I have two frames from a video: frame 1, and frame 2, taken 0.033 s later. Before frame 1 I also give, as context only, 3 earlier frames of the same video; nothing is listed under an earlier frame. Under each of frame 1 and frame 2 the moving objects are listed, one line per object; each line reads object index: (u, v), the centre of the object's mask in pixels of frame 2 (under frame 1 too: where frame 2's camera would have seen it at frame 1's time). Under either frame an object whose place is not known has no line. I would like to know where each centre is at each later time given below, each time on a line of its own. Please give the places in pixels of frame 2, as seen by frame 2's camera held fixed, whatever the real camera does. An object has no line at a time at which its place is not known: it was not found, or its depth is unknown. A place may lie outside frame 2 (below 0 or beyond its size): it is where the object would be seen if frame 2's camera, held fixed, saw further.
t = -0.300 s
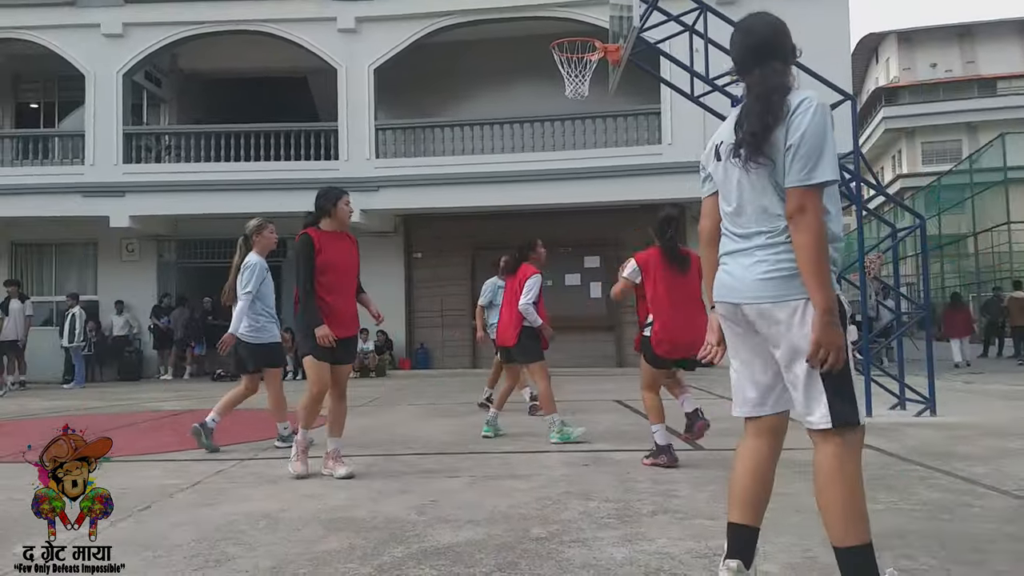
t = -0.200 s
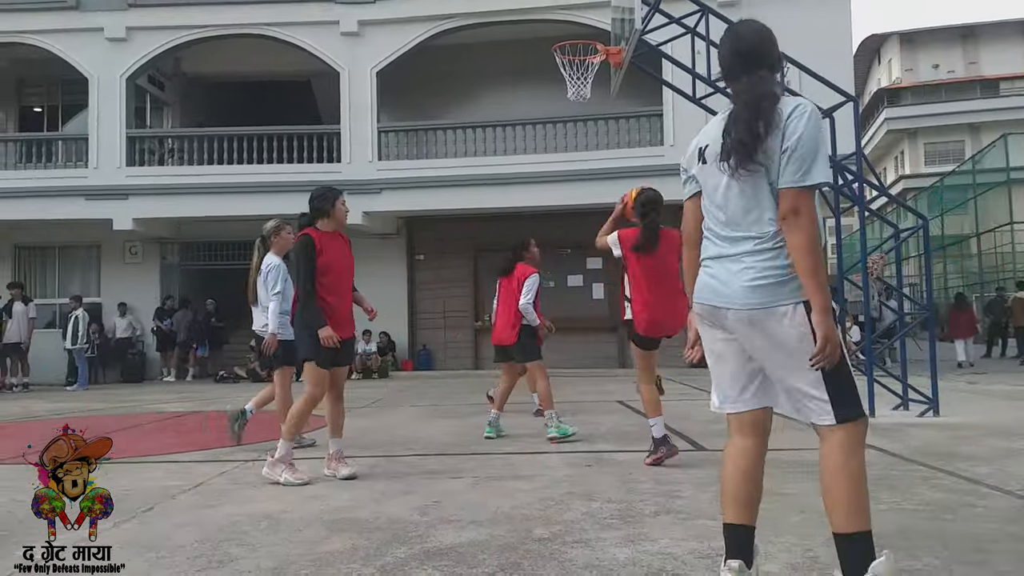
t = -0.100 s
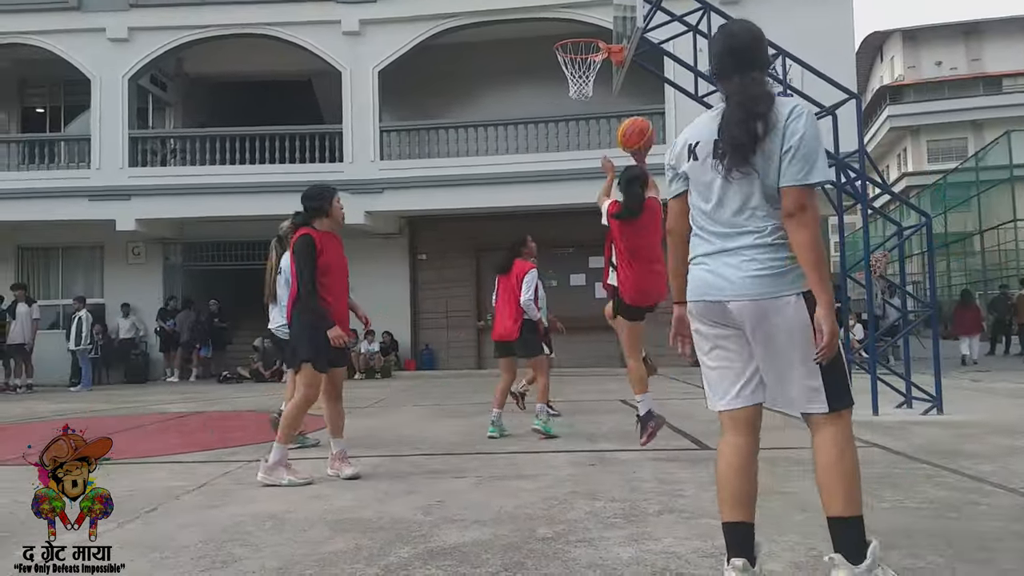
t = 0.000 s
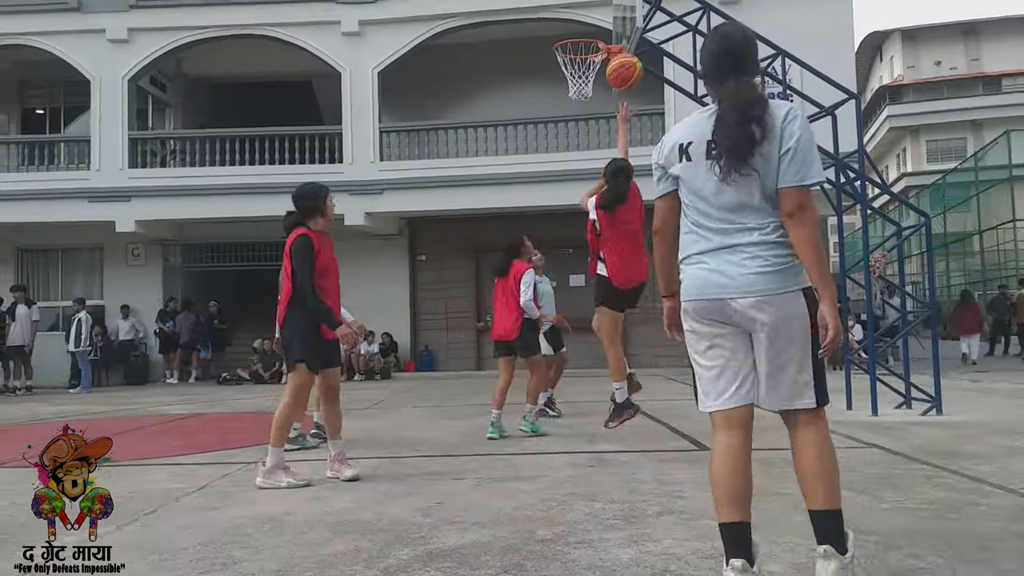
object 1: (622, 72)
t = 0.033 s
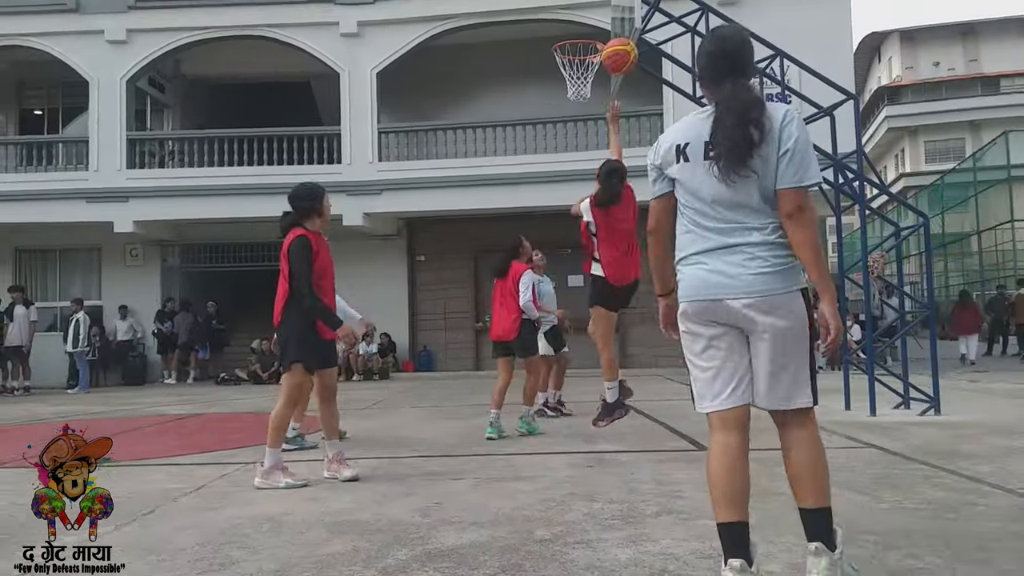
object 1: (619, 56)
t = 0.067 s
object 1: (615, 41)
